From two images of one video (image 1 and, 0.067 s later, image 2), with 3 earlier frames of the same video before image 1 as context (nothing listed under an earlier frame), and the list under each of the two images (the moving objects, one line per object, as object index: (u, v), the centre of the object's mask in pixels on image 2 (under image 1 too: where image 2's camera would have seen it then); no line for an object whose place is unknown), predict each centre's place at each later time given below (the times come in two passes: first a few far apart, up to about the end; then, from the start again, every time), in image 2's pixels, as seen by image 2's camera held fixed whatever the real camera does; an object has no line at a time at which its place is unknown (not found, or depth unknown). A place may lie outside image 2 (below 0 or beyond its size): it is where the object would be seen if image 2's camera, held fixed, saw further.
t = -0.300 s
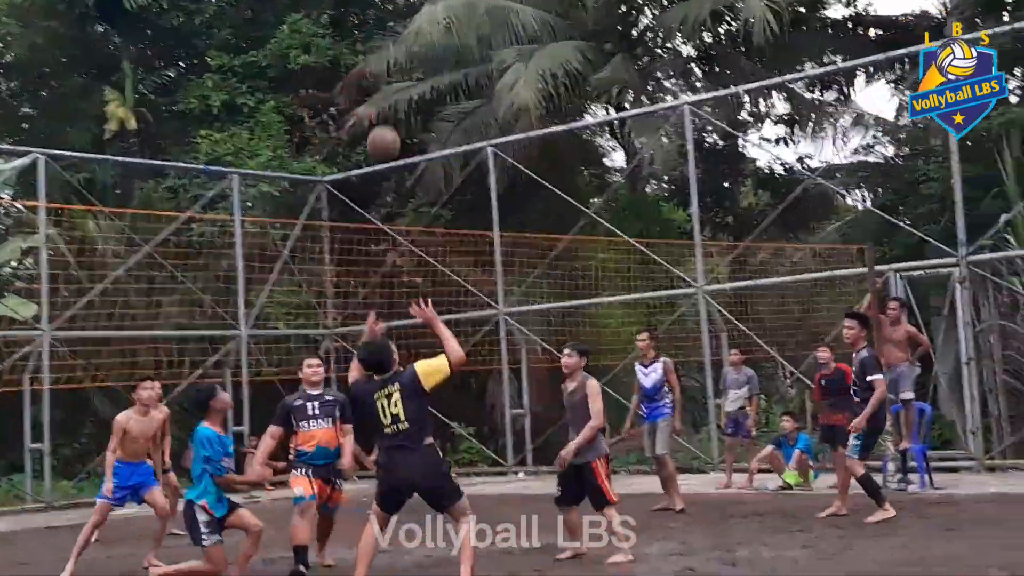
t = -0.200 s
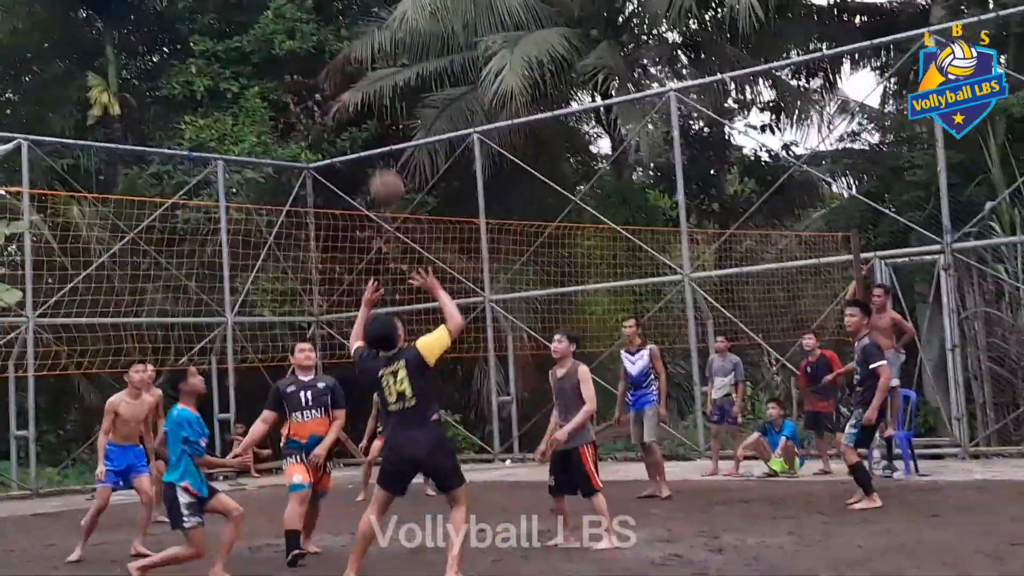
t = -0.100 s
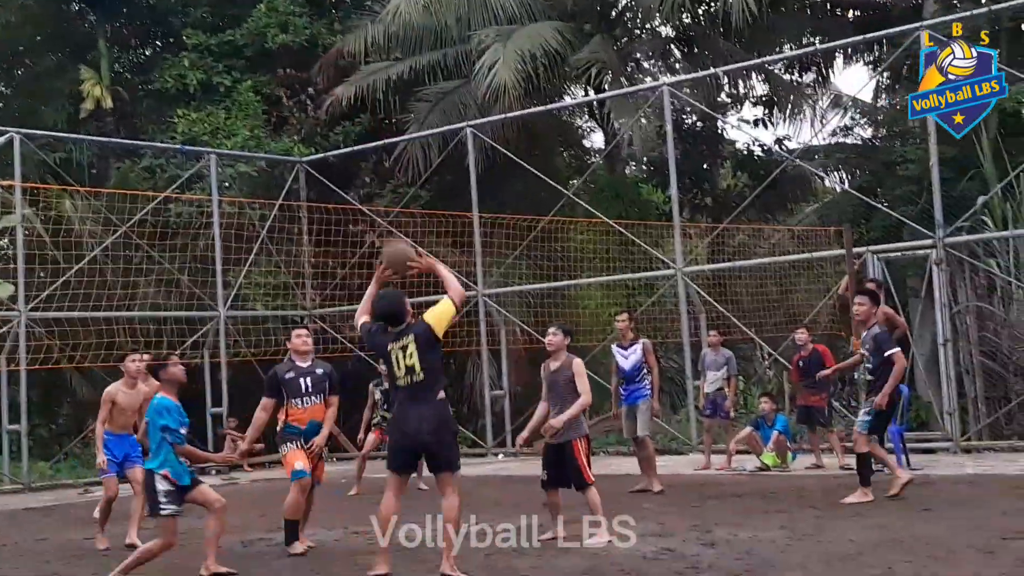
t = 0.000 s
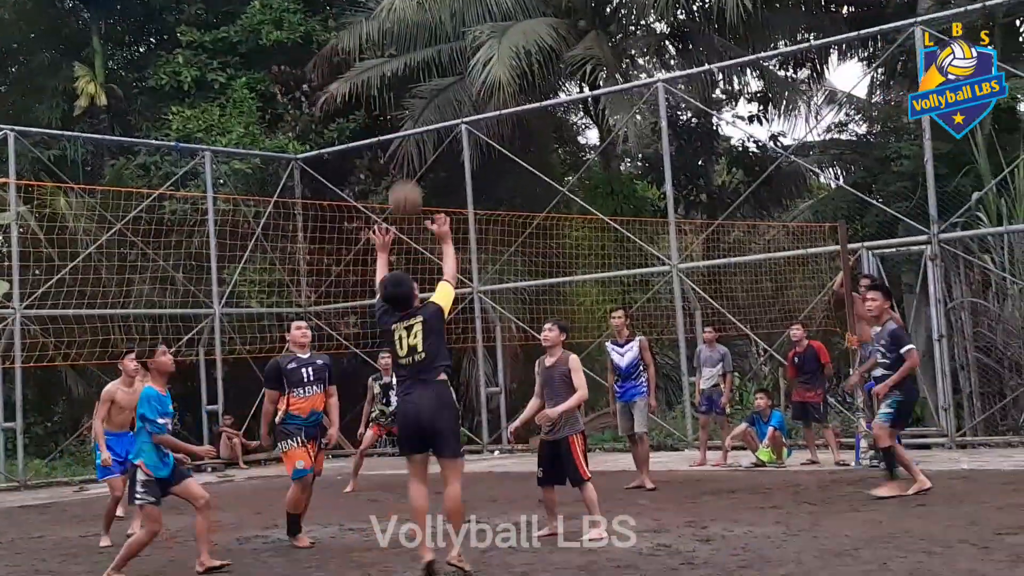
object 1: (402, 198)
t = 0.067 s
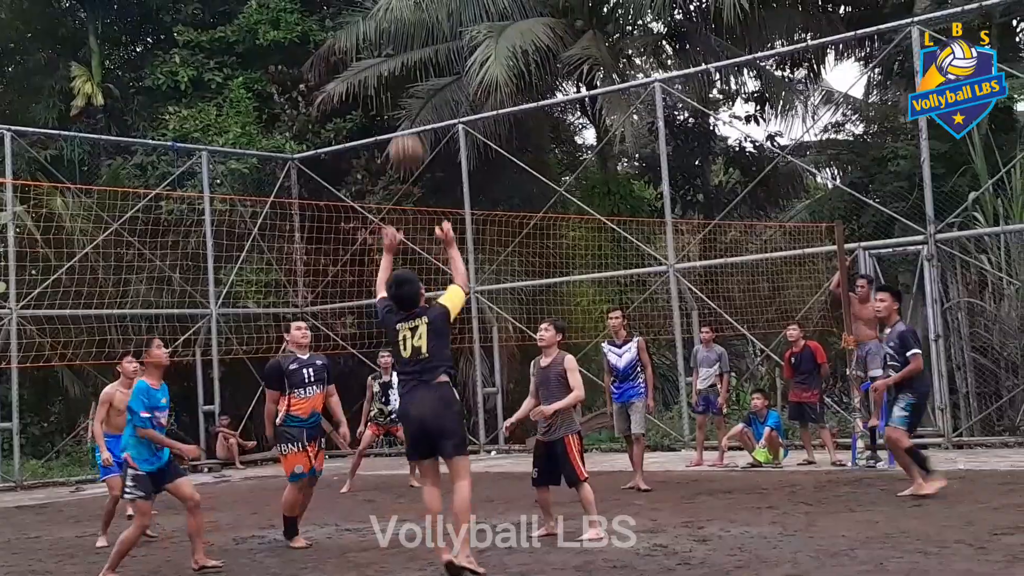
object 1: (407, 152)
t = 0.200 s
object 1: (413, 79)
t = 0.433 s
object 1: (427, 24)
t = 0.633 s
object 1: (441, 39)
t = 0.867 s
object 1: (459, 117)
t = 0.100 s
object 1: (408, 129)
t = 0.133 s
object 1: (410, 110)
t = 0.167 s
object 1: (412, 94)
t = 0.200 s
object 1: (413, 79)
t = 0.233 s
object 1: (416, 66)
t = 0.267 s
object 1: (417, 54)
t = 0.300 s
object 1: (419, 45)
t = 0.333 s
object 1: (421, 37)
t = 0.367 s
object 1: (423, 31)
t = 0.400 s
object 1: (425, 27)
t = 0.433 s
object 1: (427, 24)
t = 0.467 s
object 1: (429, 23)
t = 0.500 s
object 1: (432, 24)
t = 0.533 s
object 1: (434, 25)
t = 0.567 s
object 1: (436, 28)
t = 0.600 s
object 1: (439, 33)
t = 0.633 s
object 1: (441, 39)
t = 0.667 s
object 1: (444, 45)
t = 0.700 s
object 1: (445, 55)
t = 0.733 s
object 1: (448, 65)
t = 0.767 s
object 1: (451, 77)
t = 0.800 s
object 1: (454, 89)
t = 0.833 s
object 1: (456, 100)
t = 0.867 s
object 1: (459, 117)
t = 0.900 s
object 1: (462, 135)
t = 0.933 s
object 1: (465, 151)
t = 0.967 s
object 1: (468, 169)
